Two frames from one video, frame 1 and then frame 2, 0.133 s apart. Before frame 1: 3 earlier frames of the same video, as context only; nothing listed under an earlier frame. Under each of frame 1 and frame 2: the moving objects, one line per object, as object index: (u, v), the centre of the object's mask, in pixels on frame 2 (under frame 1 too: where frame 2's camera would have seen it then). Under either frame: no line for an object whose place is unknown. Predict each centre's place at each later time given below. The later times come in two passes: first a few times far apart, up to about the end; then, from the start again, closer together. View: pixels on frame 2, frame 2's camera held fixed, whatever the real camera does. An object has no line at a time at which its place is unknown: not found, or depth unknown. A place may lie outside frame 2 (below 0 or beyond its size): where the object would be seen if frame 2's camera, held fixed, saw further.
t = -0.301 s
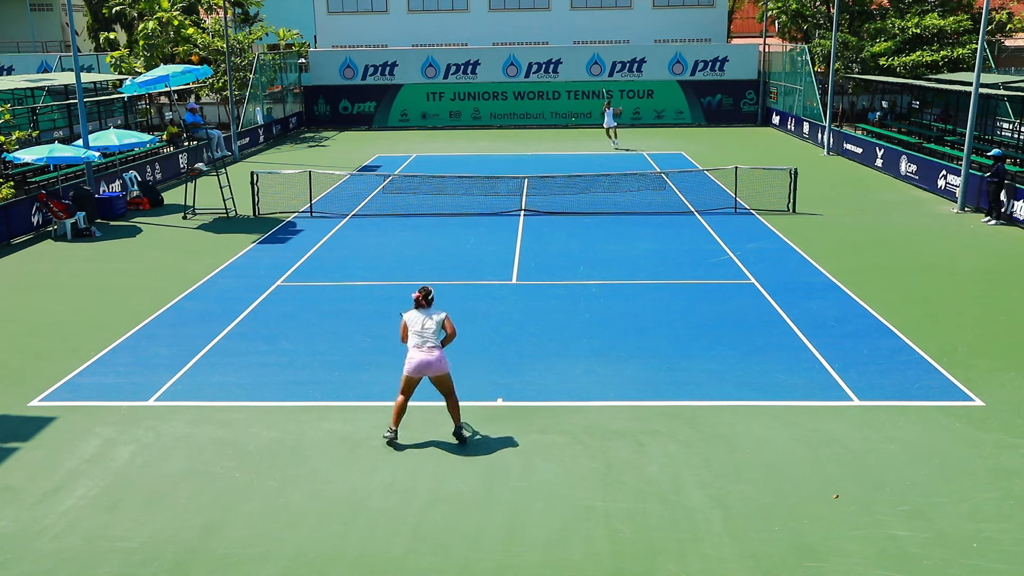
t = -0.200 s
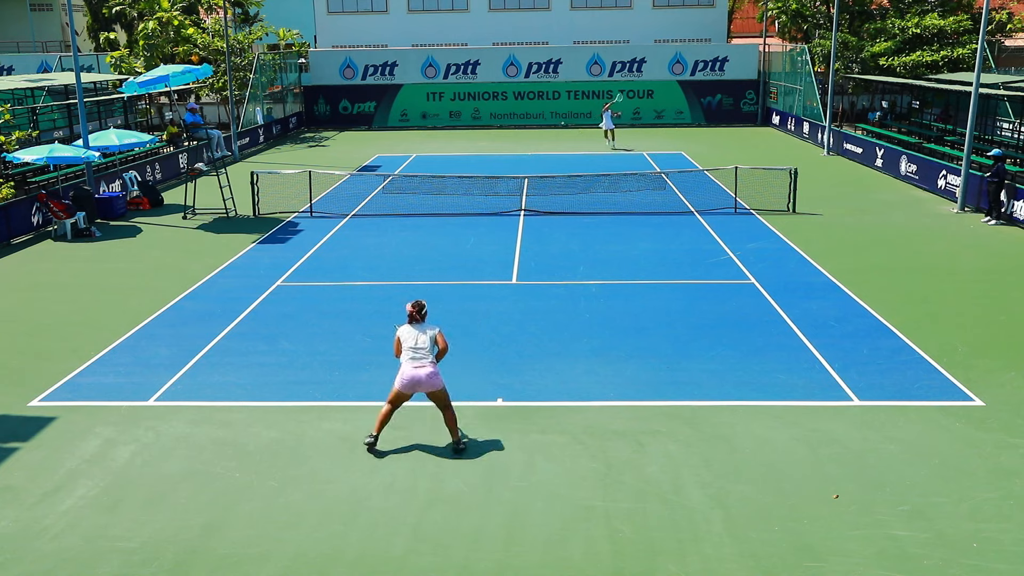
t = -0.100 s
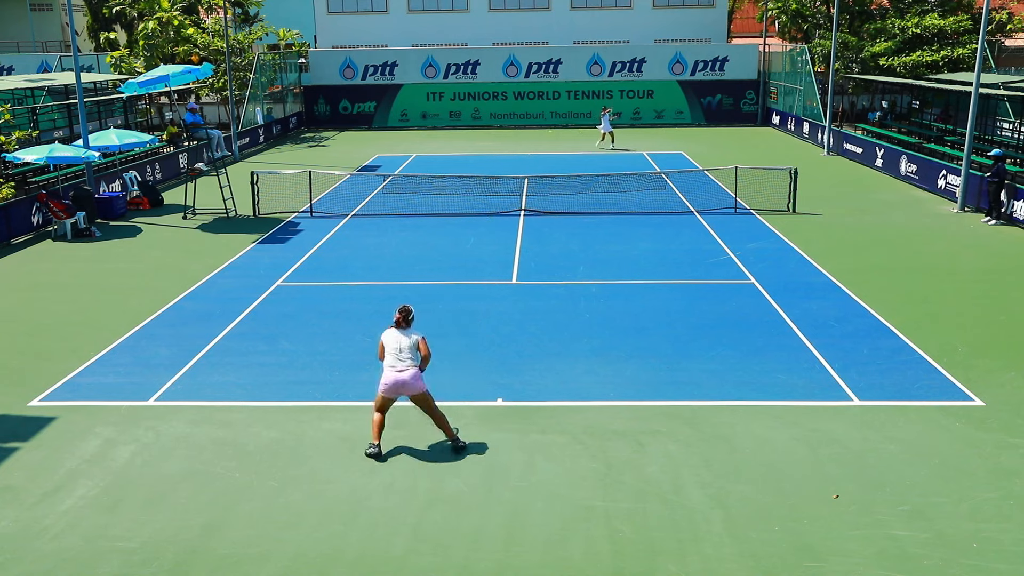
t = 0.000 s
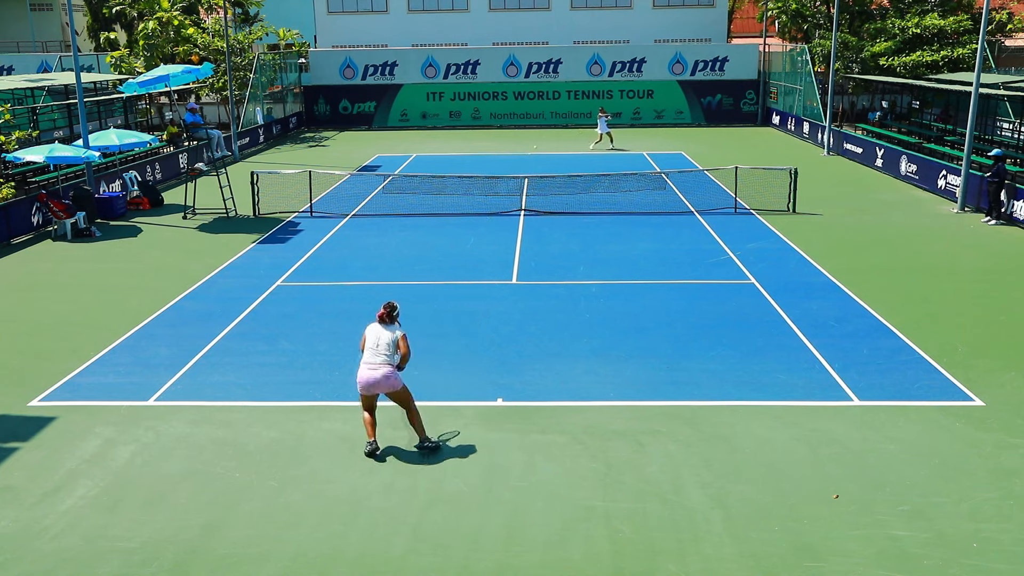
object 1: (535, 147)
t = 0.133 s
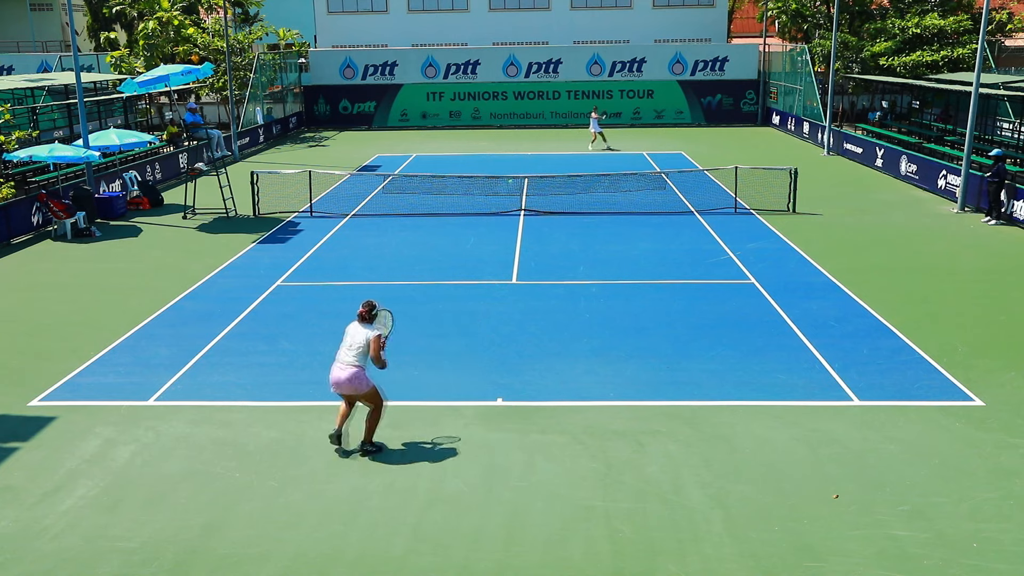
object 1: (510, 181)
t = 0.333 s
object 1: (464, 266)
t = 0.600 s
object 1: (415, 267)
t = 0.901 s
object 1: (345, 336)
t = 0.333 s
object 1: (464, 266)
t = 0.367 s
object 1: (458, 272)
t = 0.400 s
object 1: (453, 268)
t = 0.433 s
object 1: (447, 266)
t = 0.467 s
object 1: (441, 264)
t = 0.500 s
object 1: (436, 264)
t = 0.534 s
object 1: (428, 263)
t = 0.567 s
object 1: (422, 265)
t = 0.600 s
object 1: (415, 267)
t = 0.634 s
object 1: (409, 269)
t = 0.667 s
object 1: (401, 274)
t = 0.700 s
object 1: (393, 279)
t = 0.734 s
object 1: (388, 283)
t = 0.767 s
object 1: (378, 292)
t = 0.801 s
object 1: (371, 300)
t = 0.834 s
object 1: (361, 312)
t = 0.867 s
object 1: (352, 324)
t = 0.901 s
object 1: (345, 336)
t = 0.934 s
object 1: (333, 355)
